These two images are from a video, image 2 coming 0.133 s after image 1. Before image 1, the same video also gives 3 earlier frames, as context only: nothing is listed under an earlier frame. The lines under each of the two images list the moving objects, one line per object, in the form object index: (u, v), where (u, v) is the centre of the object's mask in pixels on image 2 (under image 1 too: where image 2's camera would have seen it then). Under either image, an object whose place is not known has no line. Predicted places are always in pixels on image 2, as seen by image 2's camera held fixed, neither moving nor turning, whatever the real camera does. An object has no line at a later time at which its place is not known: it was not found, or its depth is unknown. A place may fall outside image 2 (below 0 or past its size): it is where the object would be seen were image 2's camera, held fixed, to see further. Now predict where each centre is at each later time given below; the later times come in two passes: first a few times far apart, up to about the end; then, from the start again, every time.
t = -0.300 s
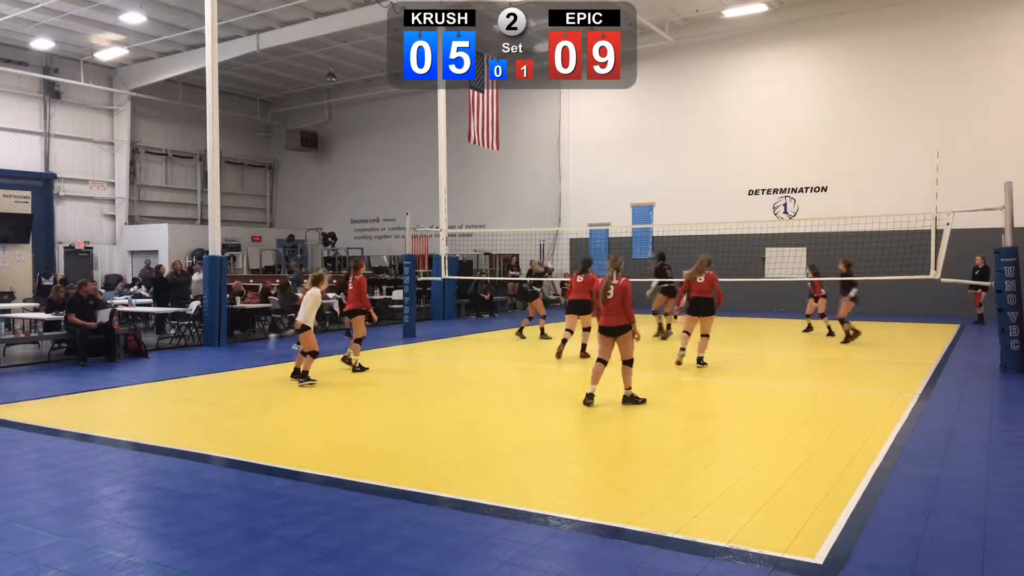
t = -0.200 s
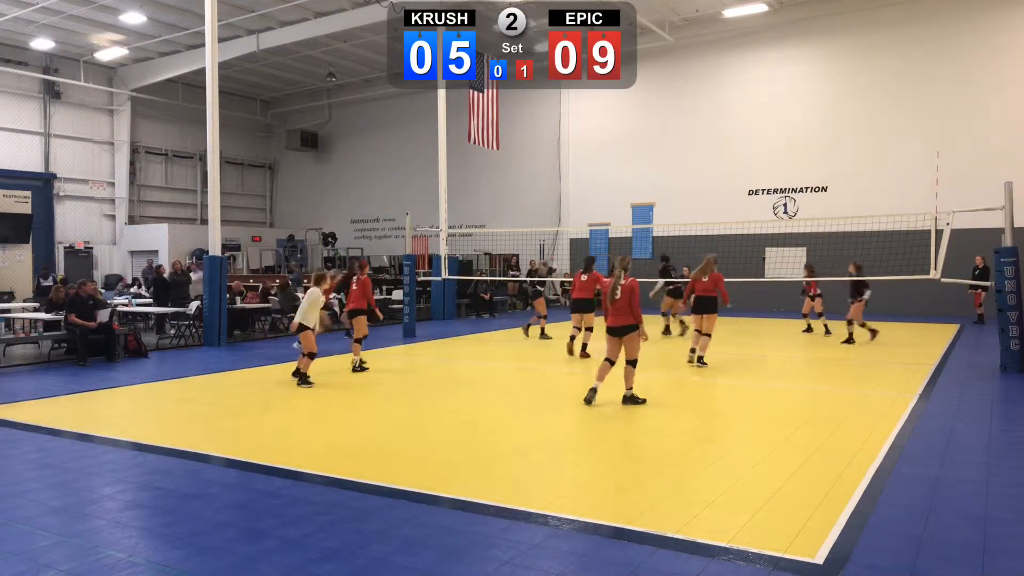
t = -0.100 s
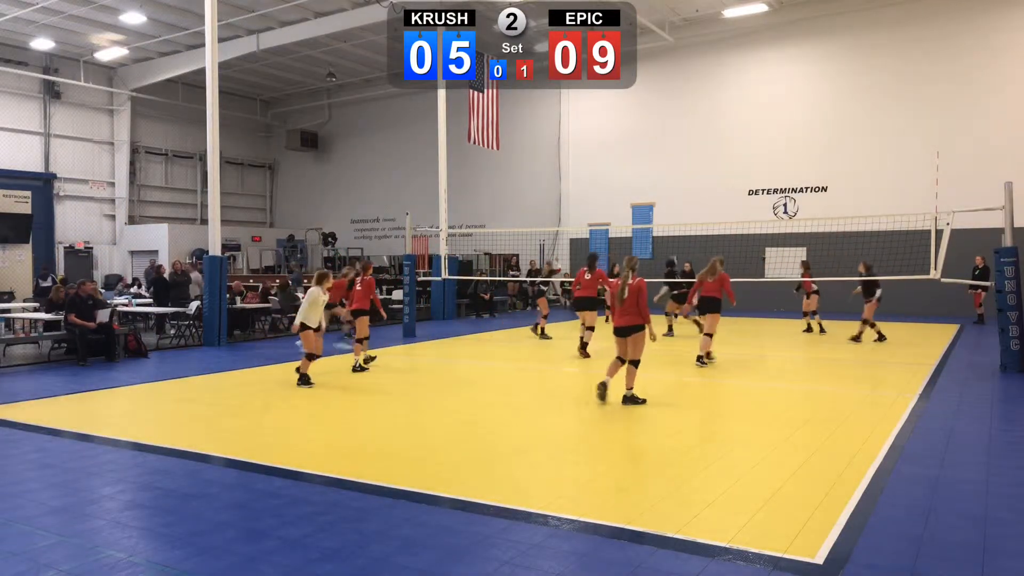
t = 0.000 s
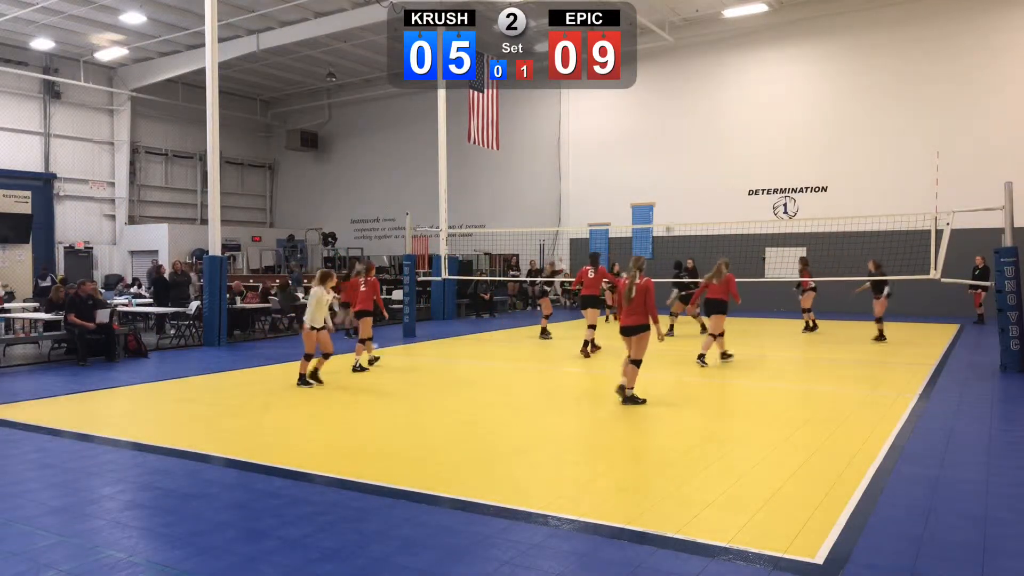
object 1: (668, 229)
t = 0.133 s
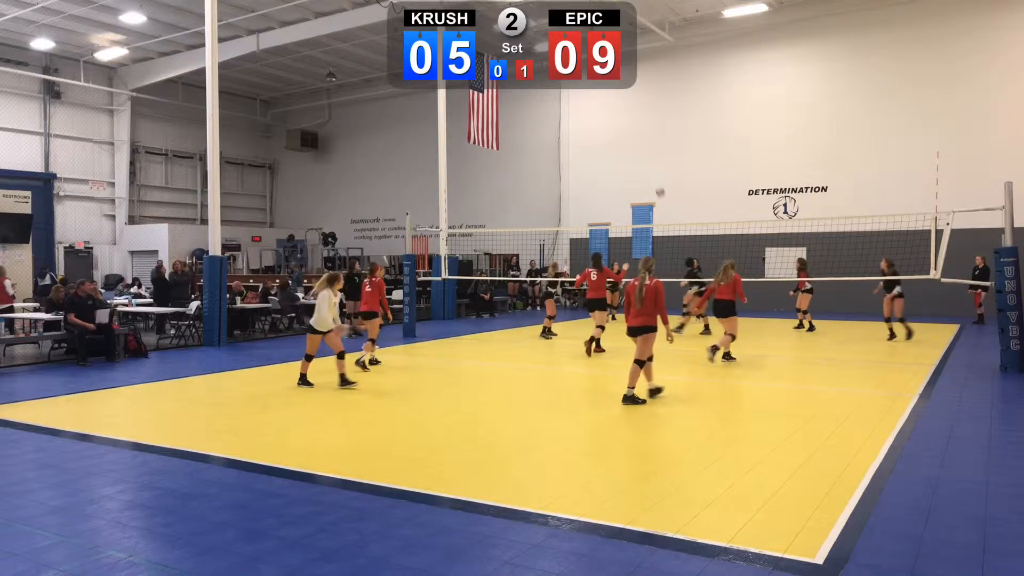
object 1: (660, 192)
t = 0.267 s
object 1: (652, 162)
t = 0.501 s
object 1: (639, 126)
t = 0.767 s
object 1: (624, 113)
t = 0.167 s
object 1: (658, 184)
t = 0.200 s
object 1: (656, 177)
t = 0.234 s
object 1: (654, 169)
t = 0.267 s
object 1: (652, 162)
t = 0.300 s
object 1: (650, 156)
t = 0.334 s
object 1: (648, 150)
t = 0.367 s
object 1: (646, 145)
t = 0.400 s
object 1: (644, 140)
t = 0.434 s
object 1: (643, 134)
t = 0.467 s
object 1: (641, 130)
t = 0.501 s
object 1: (639, 126)
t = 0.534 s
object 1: (637, 123)
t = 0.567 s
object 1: (635, 119)
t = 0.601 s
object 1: (633, 118)
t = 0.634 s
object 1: (631, 116)
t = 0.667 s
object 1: (629, 115)
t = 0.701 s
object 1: (627, 113)
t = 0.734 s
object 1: (625, 113)
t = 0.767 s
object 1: (624, 113)
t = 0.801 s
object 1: (621, 114)
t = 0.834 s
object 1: (619, 115)
